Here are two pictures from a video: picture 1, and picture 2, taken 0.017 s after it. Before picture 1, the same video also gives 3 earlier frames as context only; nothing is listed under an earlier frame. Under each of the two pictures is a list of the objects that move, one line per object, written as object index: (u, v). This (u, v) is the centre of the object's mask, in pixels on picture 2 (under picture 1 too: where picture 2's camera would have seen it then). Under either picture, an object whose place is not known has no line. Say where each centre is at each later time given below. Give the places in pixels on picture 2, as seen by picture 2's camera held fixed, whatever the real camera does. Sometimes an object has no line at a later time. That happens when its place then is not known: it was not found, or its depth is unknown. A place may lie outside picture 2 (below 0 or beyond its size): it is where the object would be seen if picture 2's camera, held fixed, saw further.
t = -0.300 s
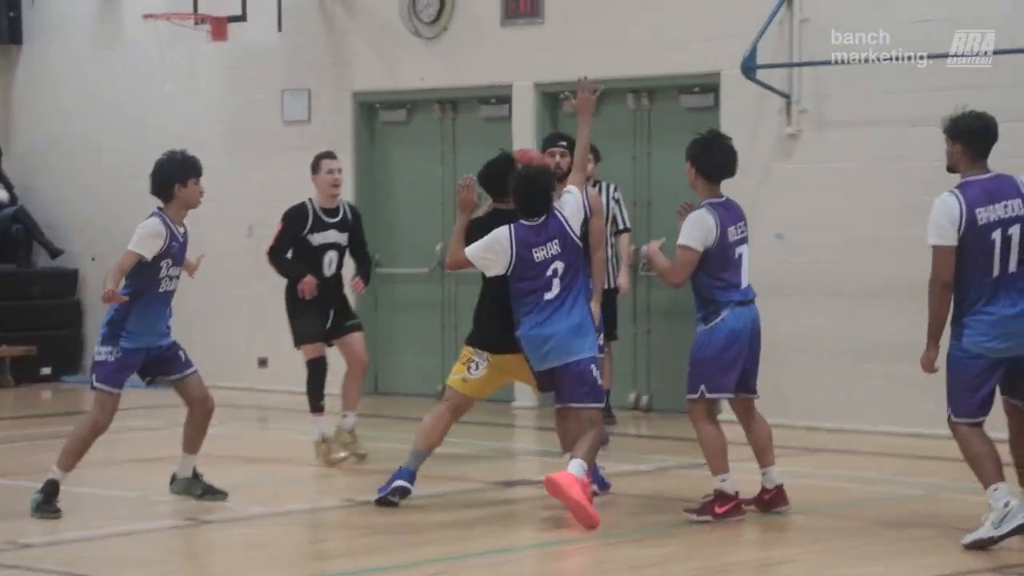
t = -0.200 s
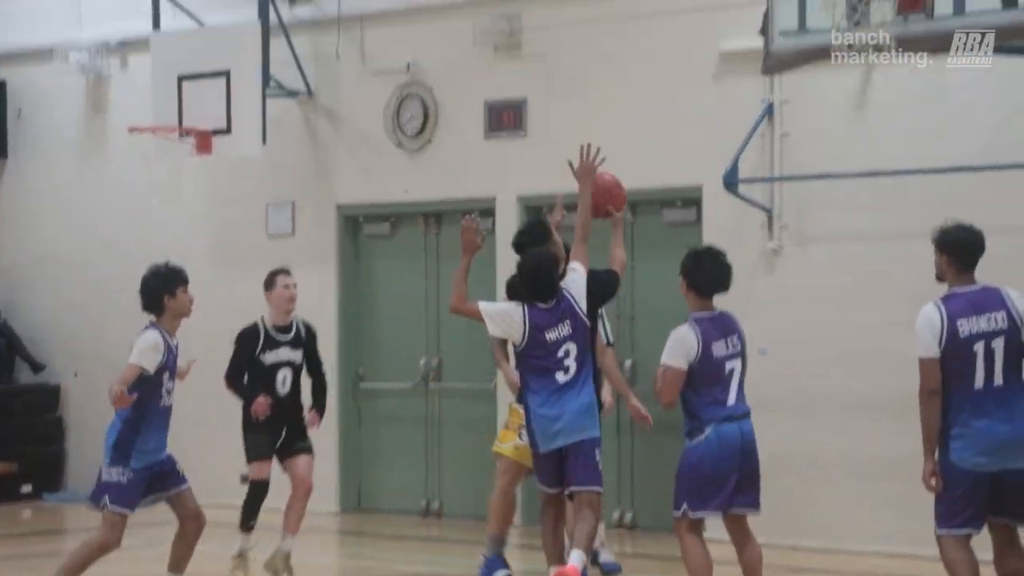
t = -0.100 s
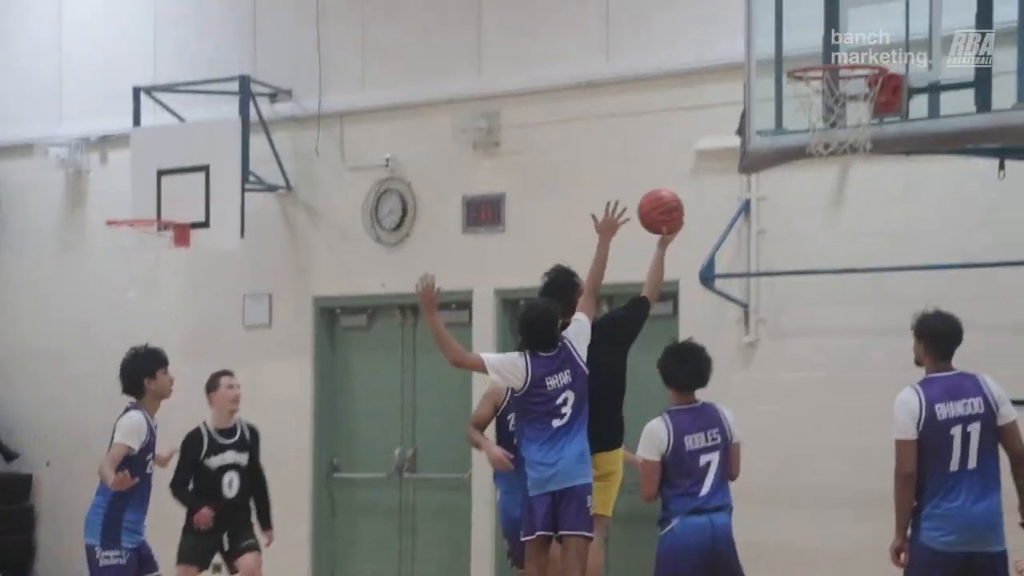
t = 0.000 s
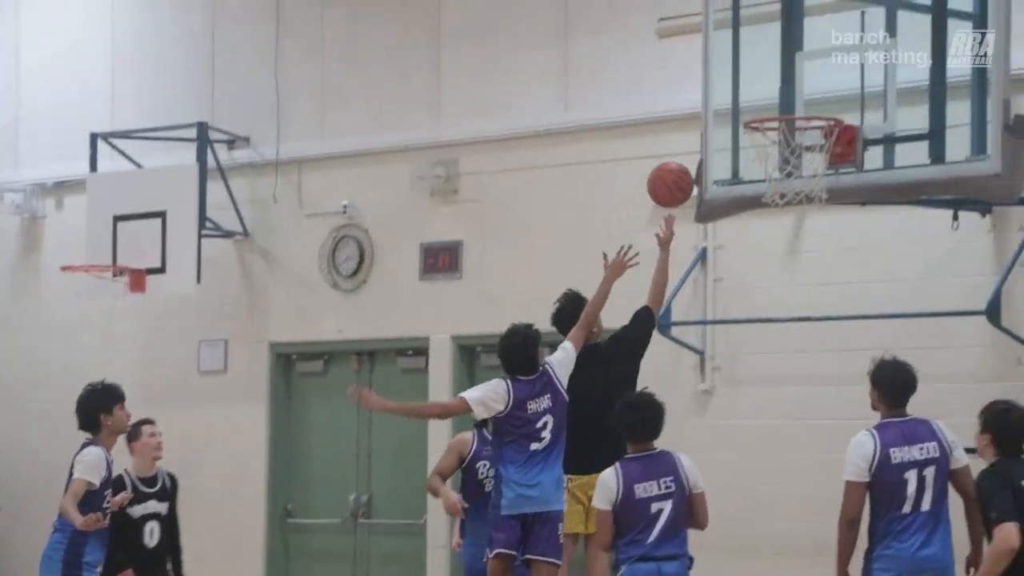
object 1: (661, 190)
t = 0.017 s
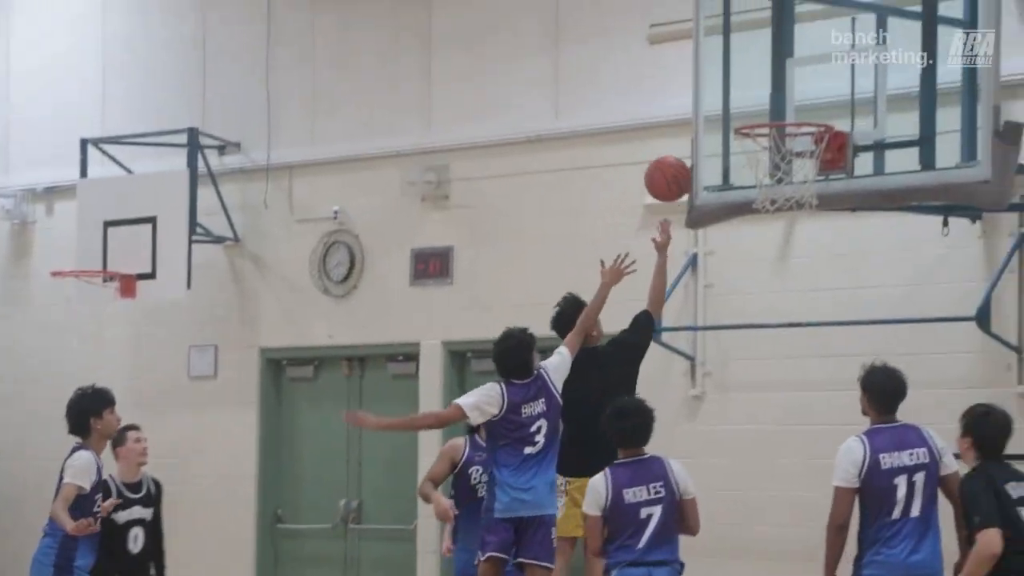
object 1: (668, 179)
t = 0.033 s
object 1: (674, 168)
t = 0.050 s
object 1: (681, 156)
